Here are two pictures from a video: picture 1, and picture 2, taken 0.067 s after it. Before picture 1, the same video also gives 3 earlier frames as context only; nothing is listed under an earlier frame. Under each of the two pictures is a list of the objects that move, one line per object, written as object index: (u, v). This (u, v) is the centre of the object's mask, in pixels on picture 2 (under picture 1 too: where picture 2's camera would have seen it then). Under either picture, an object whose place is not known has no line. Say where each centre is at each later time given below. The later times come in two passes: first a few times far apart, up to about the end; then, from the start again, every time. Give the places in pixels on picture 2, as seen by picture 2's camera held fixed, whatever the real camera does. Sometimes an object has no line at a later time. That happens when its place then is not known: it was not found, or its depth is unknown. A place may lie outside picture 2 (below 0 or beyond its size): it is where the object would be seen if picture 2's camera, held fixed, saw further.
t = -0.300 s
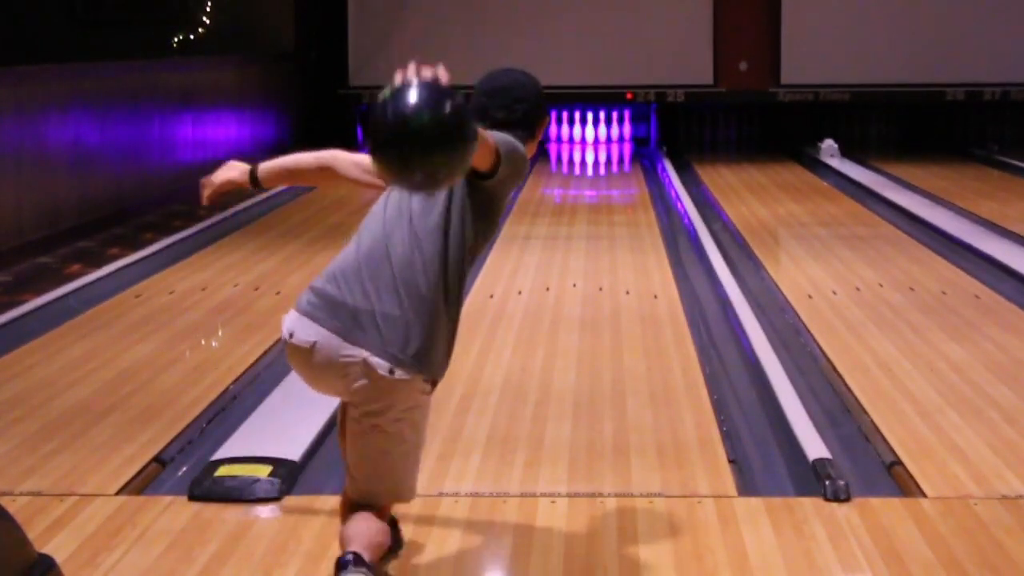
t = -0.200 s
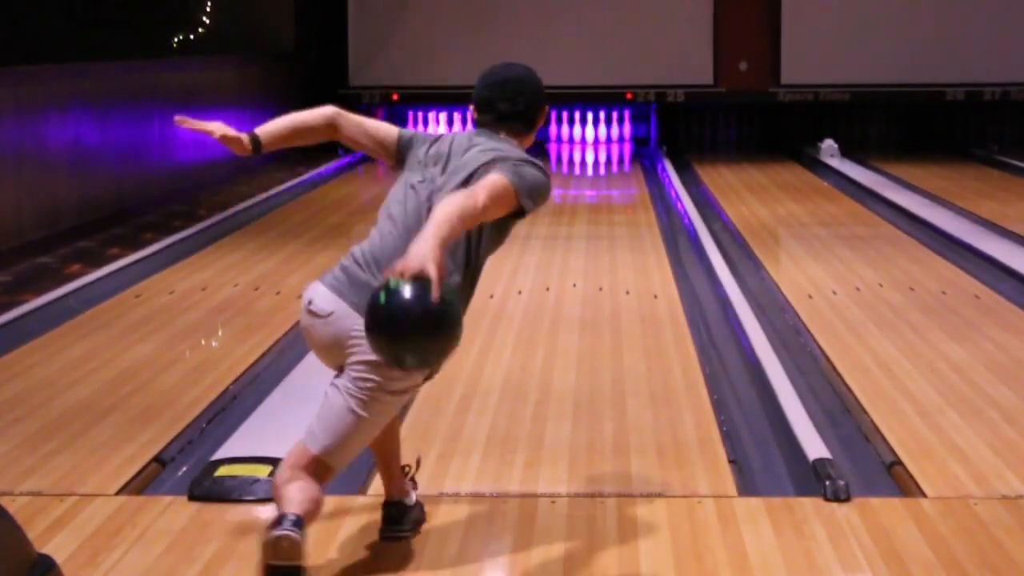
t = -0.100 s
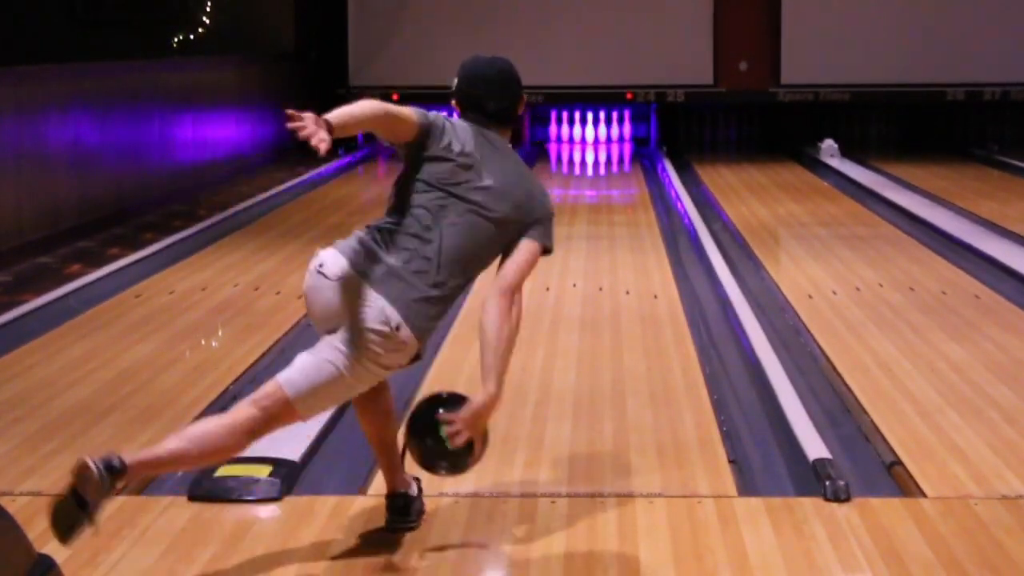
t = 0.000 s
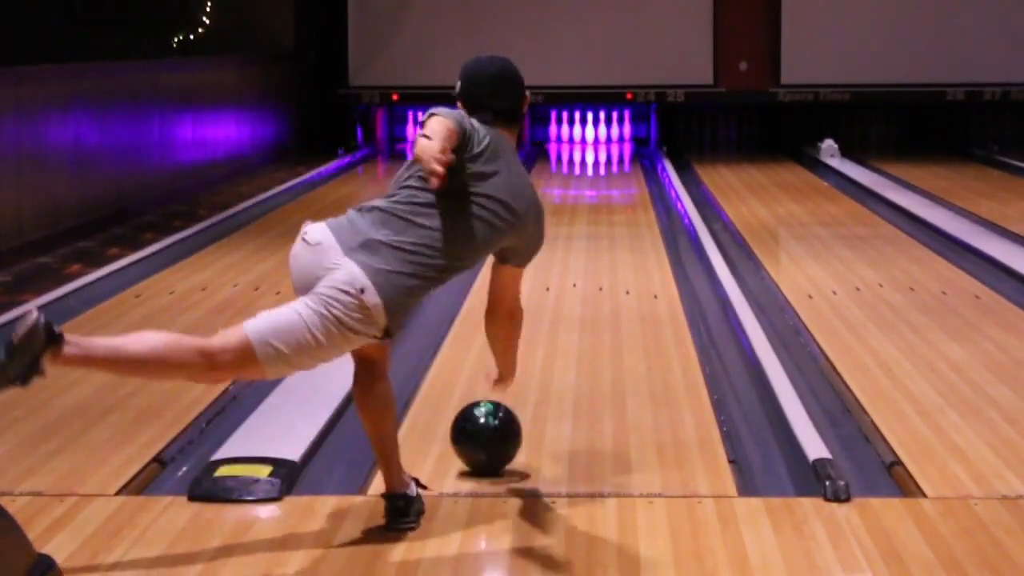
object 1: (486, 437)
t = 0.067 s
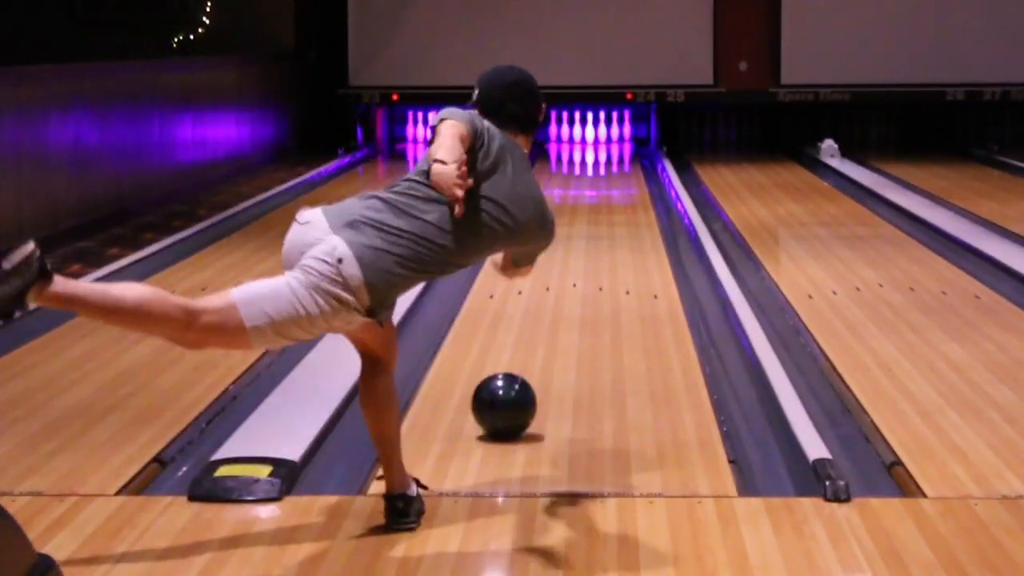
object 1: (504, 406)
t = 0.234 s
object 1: (537, 342)
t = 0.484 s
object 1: (568, 279)
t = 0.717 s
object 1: (587, 240)
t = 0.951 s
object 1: (599, 212)
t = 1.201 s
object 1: (608, 190)
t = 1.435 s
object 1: (614, 174)
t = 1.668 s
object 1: (617, 162)
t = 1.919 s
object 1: (615, 150)
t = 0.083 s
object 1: (508, 398)
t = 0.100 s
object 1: (512, 391)
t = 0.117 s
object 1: (515, 384)
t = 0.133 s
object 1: (519, 377)
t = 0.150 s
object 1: (522, 371)
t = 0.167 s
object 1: (525, 365)
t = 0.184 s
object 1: (528, 359)
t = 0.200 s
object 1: (532, 353)
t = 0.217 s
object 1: (534, 347)
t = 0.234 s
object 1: (537, 342)
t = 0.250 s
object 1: (540, 337)
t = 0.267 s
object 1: (542, 331)
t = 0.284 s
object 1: (545, 327)
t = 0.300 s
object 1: (547, 322)
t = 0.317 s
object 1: (549, 318)
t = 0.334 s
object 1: (552, 313)
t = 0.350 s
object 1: (554, 309)
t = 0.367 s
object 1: (556, 305)
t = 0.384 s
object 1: (558, 301)
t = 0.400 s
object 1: (560, 297)
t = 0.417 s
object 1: (561, 293)
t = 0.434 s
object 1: (563, 289)
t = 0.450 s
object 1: (565, 286)
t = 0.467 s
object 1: (567, 282)
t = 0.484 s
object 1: (568, 279)
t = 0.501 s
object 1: (570, 276)
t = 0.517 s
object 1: (572, 273)
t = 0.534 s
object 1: (574, 270)
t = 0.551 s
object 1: (575, 266)
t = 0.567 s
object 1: (576, 263)
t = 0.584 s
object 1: (577, 261)
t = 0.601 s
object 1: (579, 258)
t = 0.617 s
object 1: (580, 255)
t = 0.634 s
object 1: (581, 252)
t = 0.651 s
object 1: (583, 250)
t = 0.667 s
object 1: (584, 247)
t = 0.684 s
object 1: (585, 245)
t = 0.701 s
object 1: (586, 243)
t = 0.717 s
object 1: (587, 240)
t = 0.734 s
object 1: (588, 238)
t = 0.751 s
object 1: (589, 236)
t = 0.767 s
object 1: (590, 233)
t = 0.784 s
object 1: (591, 231)
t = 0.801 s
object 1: (592, 229)
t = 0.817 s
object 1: (593, 227)
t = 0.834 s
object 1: (593, 225)
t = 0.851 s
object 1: (595, 223)
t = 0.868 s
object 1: (595, 221)
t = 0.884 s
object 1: (596, 219)
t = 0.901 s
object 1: (597, 217)
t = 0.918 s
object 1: (598, 216)
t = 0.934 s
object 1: (598, 214)
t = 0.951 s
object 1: (599, 212)
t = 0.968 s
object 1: (600, 211)
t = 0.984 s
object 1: (600, 209)
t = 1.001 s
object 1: (601, 207)
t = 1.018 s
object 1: (602, 206)
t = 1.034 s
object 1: (603, 204)
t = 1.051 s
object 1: (603, 202)
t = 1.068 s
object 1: (604, 201)
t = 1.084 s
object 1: (604, 199)
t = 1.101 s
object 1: (605, 198)
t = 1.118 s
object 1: (605, 196)
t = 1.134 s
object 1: (606, 195)
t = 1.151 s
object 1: (607, 193)
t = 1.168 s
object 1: (607, 192)
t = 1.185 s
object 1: (608, 191)
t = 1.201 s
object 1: (608, 190)
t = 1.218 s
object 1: (609, 188)
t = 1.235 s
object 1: (609, 187)
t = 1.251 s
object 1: (609, 186)
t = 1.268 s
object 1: (610, 185)
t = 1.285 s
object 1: (611, 183)
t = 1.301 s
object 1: (611, 182)
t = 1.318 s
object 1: (612, 181)
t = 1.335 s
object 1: (612, 180)
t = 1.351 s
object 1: (612, 179)
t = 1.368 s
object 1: (613, 178)
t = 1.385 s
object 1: (613, 177)
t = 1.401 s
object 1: (613, 175)
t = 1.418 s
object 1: (614, 175)
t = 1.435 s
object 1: (614, 174)
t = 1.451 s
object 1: (614, 173)
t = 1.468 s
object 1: (615, 172)
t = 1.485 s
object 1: (615, 171)
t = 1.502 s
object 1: (615, 170)
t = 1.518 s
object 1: (615, 170)
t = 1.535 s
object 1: (616, 168)
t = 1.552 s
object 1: (617, 167)
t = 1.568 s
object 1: (617, 166)
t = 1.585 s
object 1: (617, 165)
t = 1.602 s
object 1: (617, 164)
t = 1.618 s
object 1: (617, 164)
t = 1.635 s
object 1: (617, 163)
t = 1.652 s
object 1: (617, 162)
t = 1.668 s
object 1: (617, 162)
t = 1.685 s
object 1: (618, 160)
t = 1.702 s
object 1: (618, 160)
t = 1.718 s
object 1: (617, 159)
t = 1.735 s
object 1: (617, 158)
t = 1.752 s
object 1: (617, 157)
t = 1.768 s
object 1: (617, 156)
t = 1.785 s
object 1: (617, 155)
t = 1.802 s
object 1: (617, 155)
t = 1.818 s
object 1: (617, 154)
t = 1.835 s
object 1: (616, 153)
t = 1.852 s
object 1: (616, 153)
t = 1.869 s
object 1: (616, 152)
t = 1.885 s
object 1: (616, 152)
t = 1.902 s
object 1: (615, 151)
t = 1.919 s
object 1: (615, 150)
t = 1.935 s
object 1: (615, 150)
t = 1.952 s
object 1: (614, 150)
